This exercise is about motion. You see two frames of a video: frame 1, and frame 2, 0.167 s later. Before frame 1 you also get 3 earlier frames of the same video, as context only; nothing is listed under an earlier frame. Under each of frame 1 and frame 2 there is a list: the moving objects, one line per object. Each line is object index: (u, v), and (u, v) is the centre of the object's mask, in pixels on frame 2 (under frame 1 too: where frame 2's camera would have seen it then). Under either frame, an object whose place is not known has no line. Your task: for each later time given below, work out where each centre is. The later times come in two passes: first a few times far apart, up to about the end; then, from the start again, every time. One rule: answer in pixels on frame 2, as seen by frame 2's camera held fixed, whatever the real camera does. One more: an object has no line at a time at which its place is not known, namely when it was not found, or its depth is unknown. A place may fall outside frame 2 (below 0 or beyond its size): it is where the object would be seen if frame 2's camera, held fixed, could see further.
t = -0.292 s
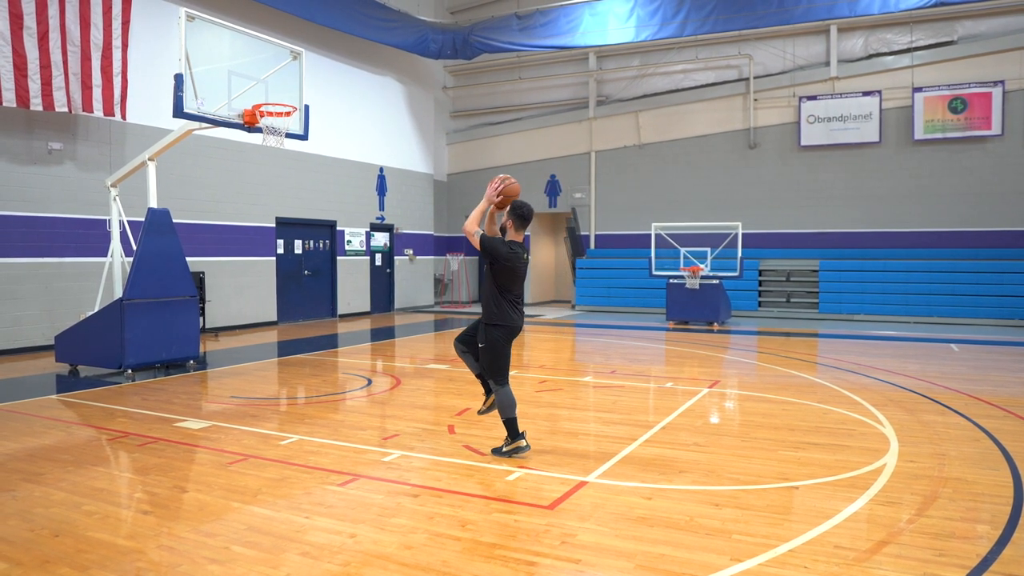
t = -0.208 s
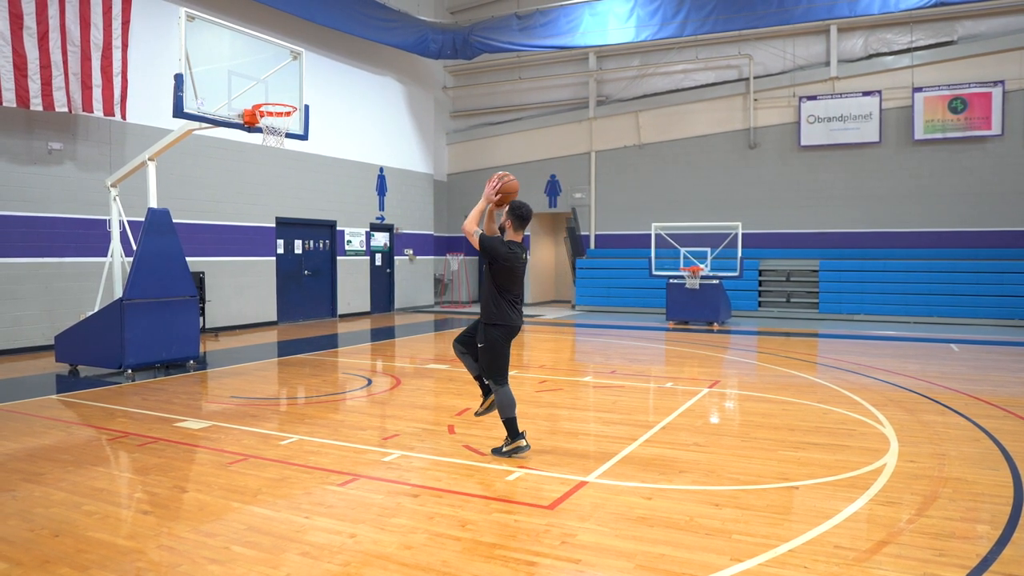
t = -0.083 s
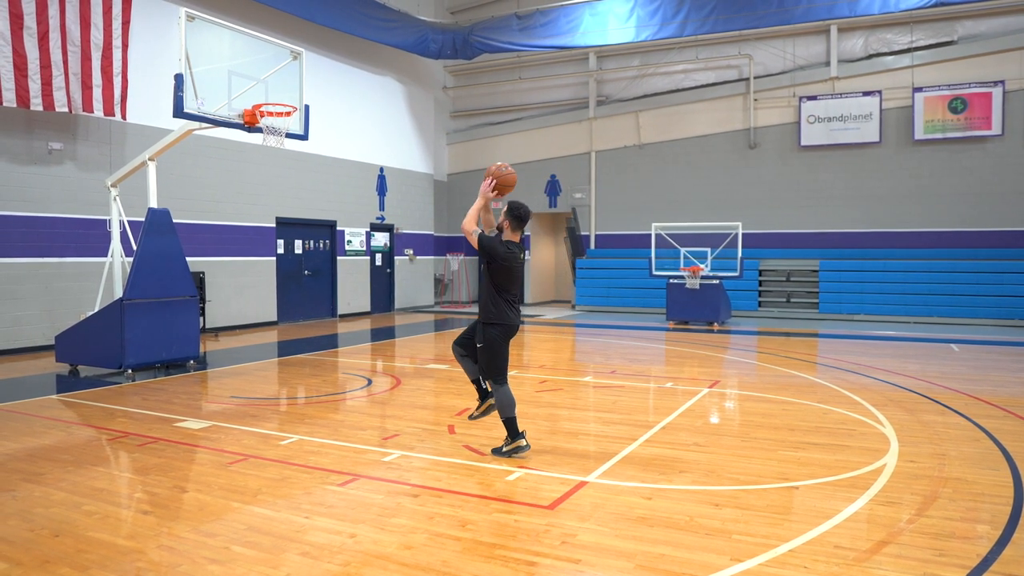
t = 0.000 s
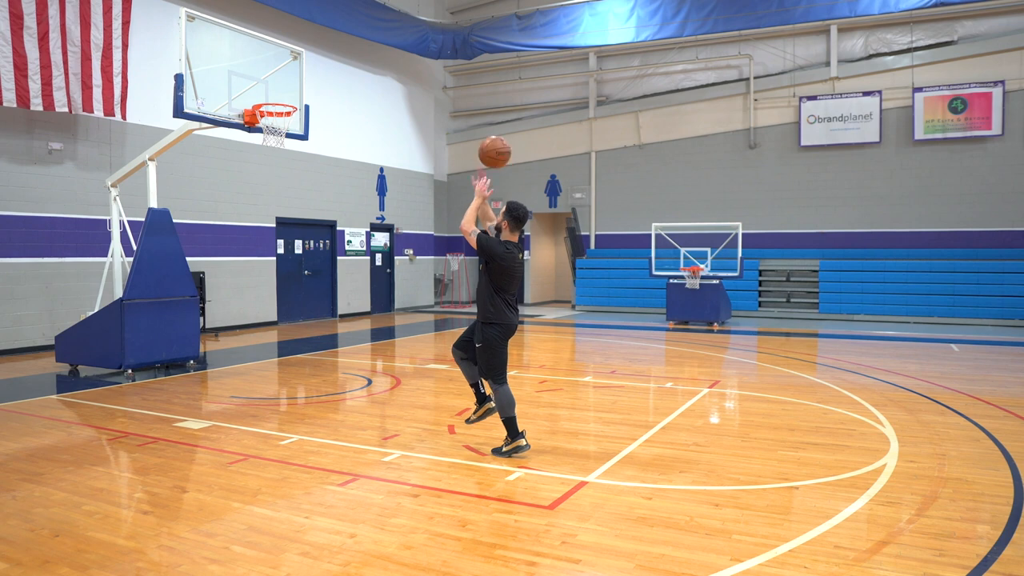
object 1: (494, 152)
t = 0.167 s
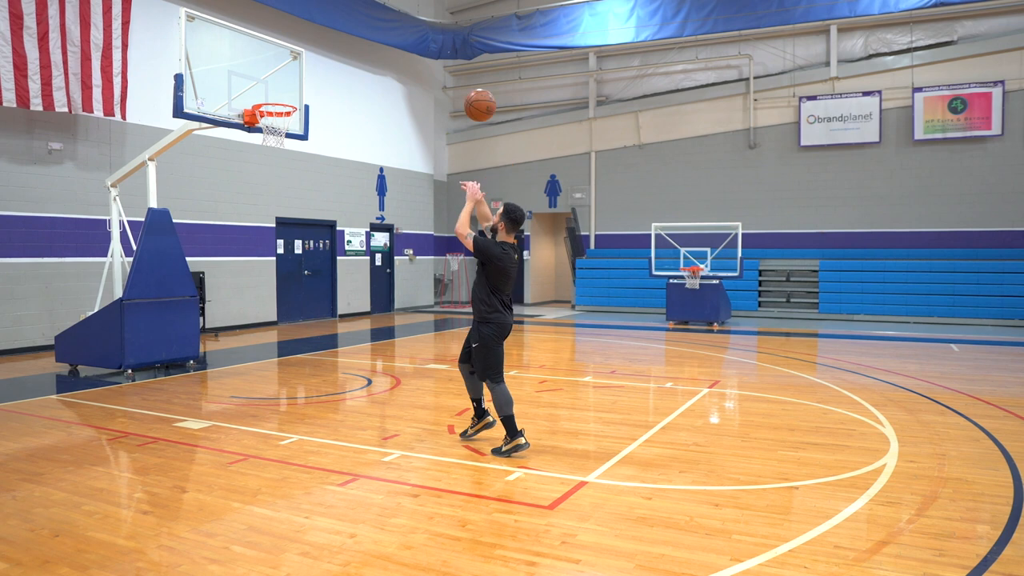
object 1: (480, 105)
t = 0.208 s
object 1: (476, 99)
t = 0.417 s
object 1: (459, 102)
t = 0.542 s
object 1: (448, 130)
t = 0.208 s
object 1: (476, 99)
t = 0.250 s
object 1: (472, 95)
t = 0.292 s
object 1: (469, 94)
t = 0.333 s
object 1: (465, 94)
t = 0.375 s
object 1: (462, 97)
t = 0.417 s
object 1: (459, 102)
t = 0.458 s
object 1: (455, 109)
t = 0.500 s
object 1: (452, 119)
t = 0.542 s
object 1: (448, 130)
